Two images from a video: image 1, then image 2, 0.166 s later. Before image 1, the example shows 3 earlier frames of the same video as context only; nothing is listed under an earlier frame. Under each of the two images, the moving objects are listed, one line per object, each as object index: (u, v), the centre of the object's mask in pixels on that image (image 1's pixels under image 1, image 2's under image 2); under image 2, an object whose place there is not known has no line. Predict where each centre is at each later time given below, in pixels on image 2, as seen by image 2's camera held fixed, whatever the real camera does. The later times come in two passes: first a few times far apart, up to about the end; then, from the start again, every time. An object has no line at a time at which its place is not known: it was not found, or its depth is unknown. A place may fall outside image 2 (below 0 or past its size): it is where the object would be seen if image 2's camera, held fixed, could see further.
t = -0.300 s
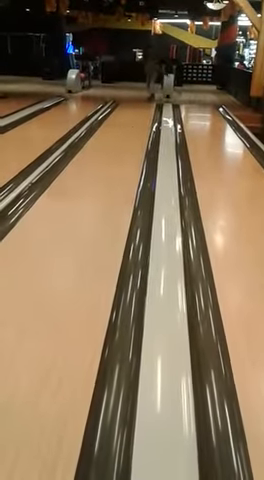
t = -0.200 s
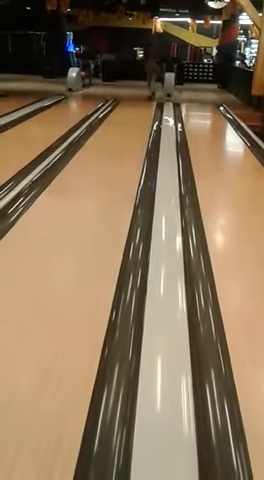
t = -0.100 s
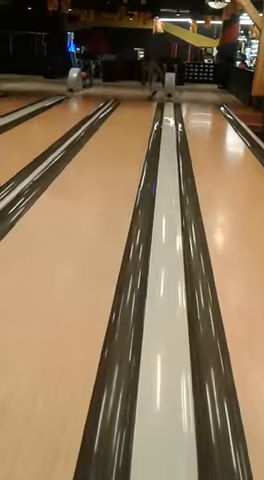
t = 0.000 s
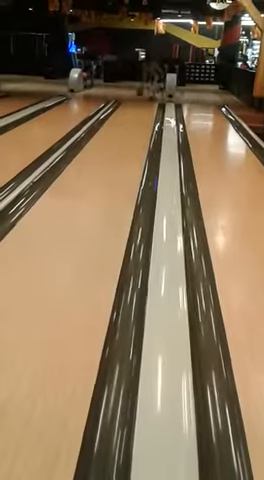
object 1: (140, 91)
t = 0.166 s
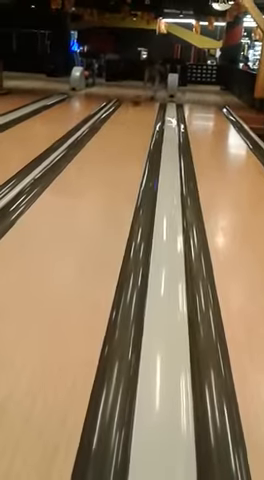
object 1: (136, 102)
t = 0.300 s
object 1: (133, 107)
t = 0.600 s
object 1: (121, 122)
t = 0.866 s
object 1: (105, 143)
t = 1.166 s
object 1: (75, 183)
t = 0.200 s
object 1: (134, 103)
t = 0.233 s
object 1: (134, 103)
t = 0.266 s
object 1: (134, 105)
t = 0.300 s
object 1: (133, 107)
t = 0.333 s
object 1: (131, 108)
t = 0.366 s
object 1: (130, 110)
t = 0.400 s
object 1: (129, 111)
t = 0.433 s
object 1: (128, 113)
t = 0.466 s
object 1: (126, 115)
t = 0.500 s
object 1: (125, 117)
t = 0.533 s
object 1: (124, 119)
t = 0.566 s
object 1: (122, 120)
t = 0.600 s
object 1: (121, 122)
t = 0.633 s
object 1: (119, 124)
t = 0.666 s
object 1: (118, 127)
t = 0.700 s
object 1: (116, 129)
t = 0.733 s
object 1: (114, 131)
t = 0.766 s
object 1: (112, 134)
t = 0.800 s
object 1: (110, 137)
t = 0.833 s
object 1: (108, 139)
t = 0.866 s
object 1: (105, 143)
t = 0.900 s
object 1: (102, 146)
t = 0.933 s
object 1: (100, 149)
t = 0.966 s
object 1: (96, 154)
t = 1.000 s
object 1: (94, 158)
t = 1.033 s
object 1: (90, 162)
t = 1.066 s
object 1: (87, 166)
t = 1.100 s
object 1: (83, 171)
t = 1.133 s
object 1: (79, 177)
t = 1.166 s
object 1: (75, 183)
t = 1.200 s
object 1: (69, 189)
